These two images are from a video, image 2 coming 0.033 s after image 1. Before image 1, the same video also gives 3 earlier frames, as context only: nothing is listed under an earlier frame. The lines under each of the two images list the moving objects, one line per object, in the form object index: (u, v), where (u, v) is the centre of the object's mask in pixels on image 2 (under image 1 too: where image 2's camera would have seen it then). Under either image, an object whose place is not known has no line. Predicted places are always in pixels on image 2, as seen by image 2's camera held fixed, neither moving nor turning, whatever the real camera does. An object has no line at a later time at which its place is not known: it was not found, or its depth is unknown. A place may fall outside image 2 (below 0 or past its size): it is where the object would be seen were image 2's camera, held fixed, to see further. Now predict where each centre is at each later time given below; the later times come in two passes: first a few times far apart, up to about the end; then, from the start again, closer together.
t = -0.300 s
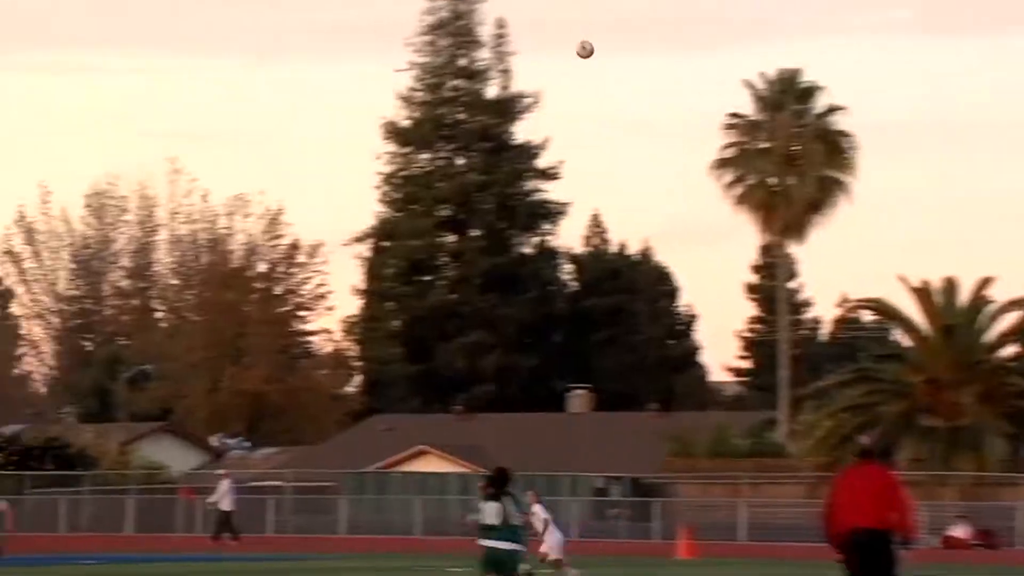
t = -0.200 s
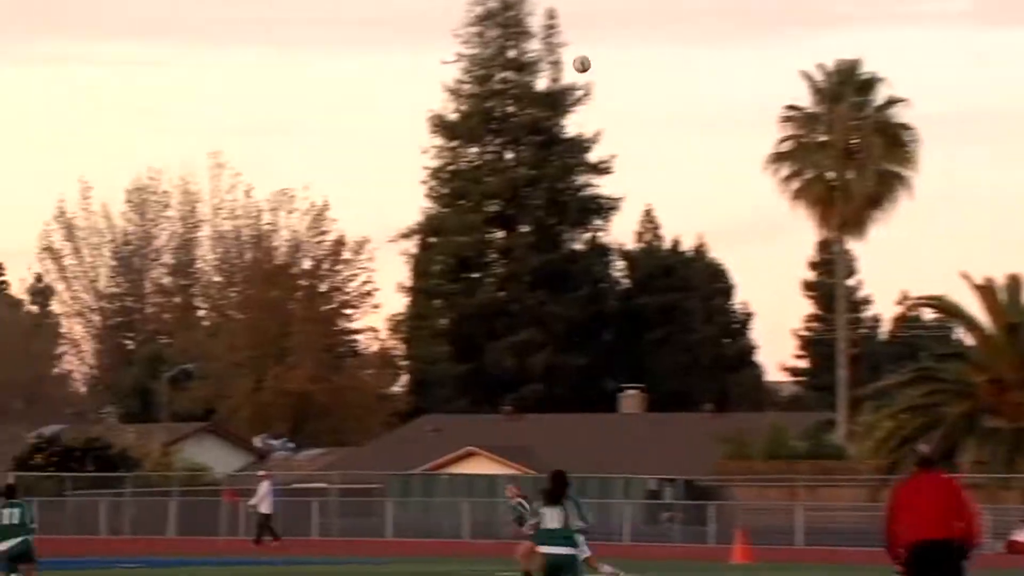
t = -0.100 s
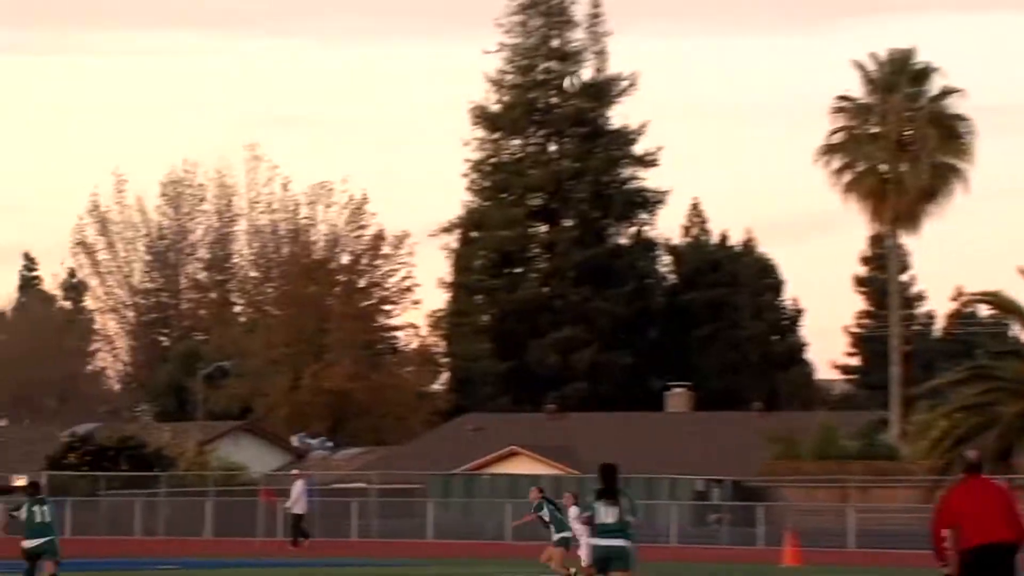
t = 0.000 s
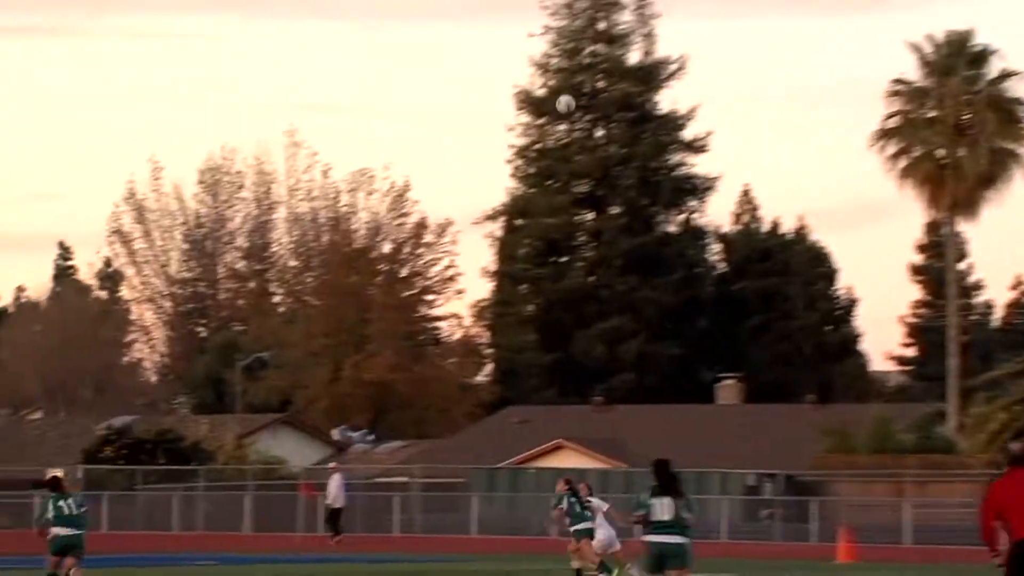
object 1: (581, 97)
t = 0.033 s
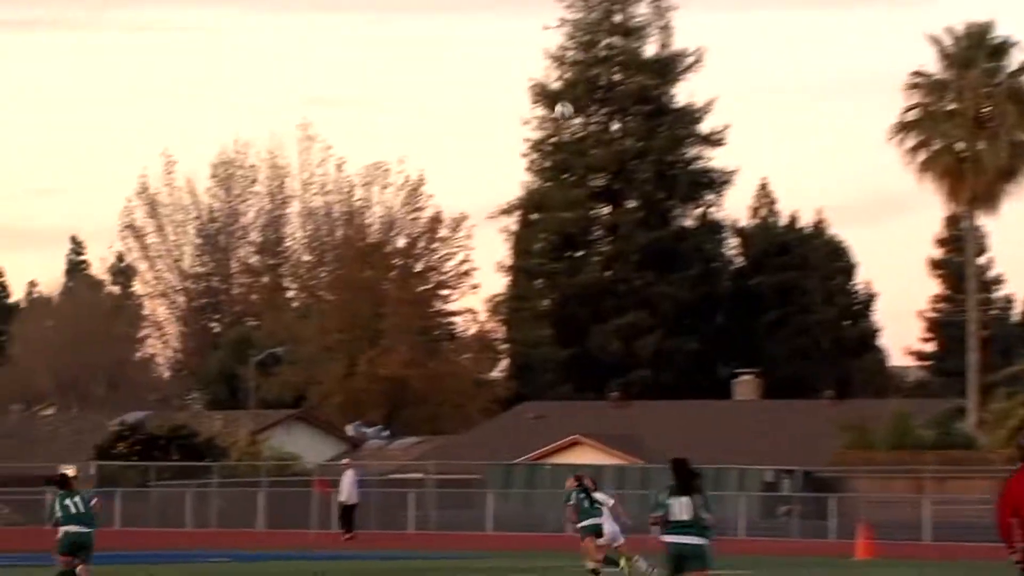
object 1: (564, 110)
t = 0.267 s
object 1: (446, 222)
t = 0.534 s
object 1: (318, 379)
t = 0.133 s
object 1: (512, 155)
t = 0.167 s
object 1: (495, 171)
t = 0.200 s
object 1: (479, 188)
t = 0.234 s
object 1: (463, 203)
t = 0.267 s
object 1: (446, 222)
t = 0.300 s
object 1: (431, 238)
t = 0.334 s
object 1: (413, 256)
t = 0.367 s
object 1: (397, 275)
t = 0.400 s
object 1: (381, 295)
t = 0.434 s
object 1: (366, 315)
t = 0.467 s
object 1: (349, 336)
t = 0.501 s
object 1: (334, 357)
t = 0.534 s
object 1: (318, 379)
